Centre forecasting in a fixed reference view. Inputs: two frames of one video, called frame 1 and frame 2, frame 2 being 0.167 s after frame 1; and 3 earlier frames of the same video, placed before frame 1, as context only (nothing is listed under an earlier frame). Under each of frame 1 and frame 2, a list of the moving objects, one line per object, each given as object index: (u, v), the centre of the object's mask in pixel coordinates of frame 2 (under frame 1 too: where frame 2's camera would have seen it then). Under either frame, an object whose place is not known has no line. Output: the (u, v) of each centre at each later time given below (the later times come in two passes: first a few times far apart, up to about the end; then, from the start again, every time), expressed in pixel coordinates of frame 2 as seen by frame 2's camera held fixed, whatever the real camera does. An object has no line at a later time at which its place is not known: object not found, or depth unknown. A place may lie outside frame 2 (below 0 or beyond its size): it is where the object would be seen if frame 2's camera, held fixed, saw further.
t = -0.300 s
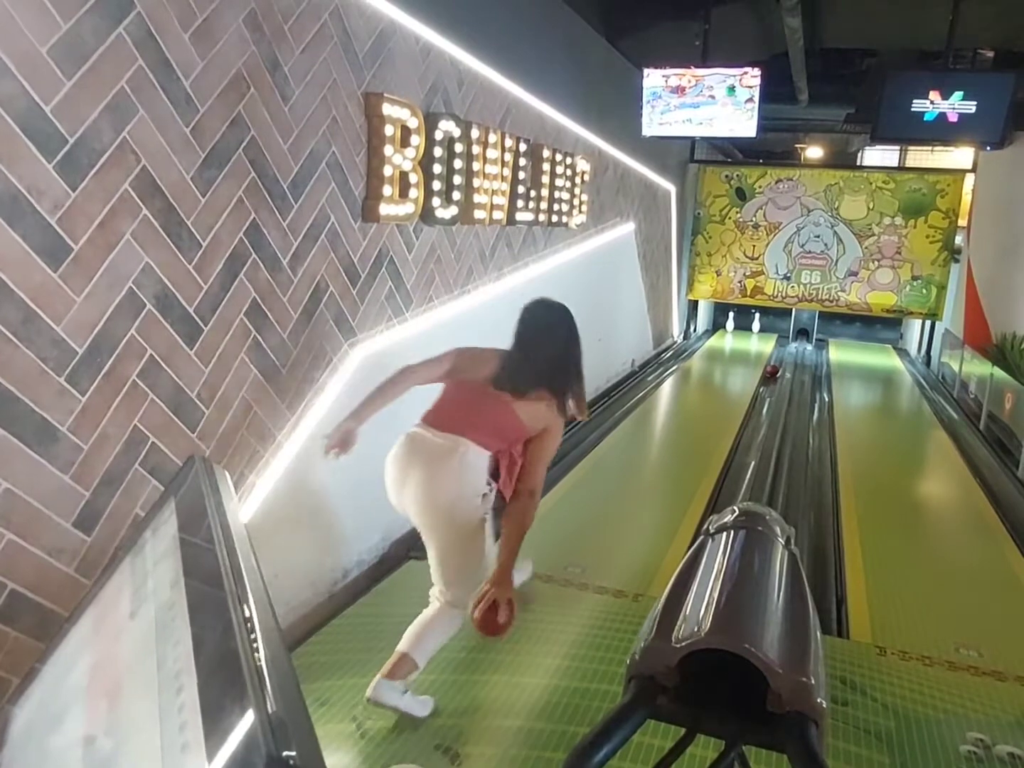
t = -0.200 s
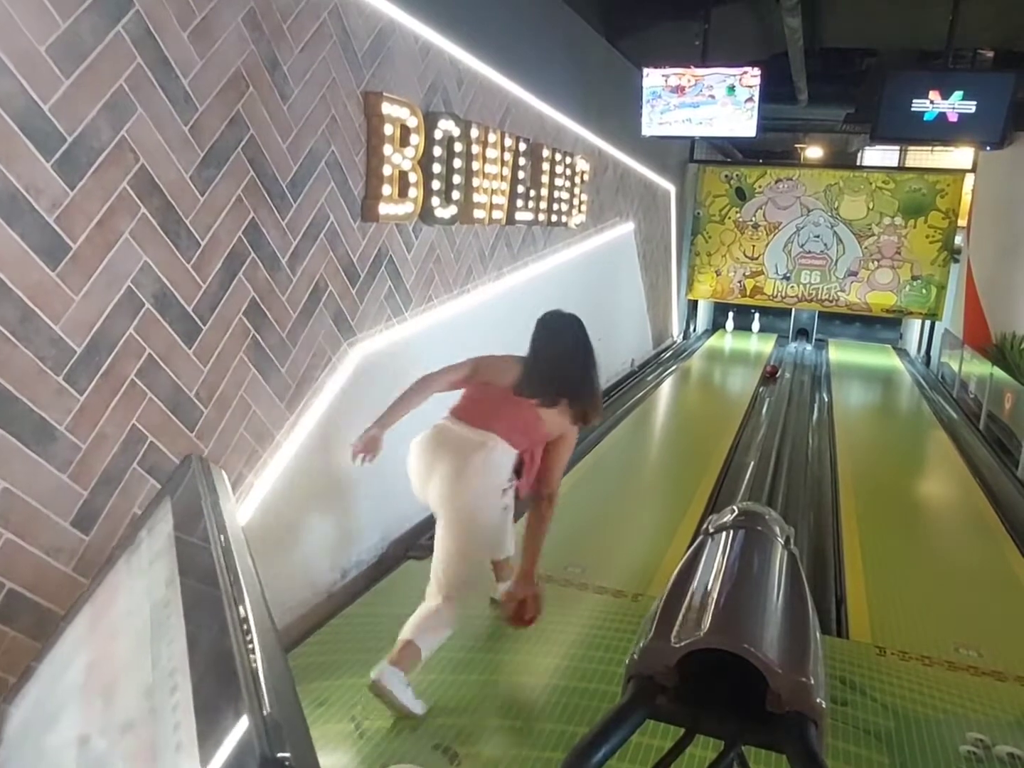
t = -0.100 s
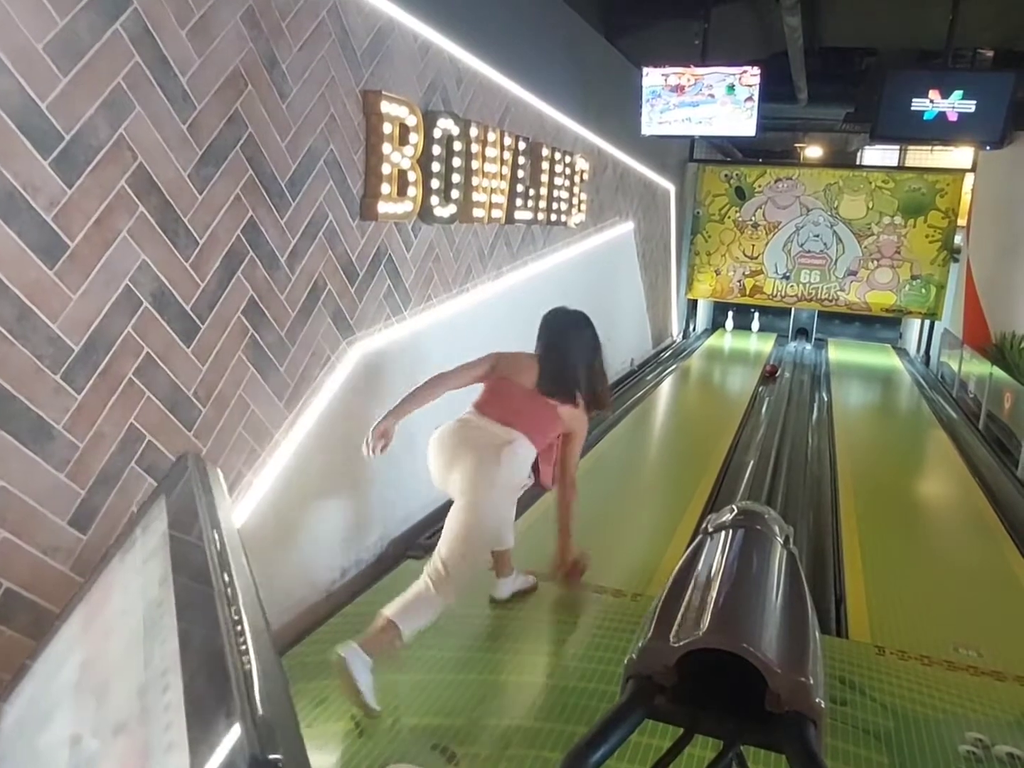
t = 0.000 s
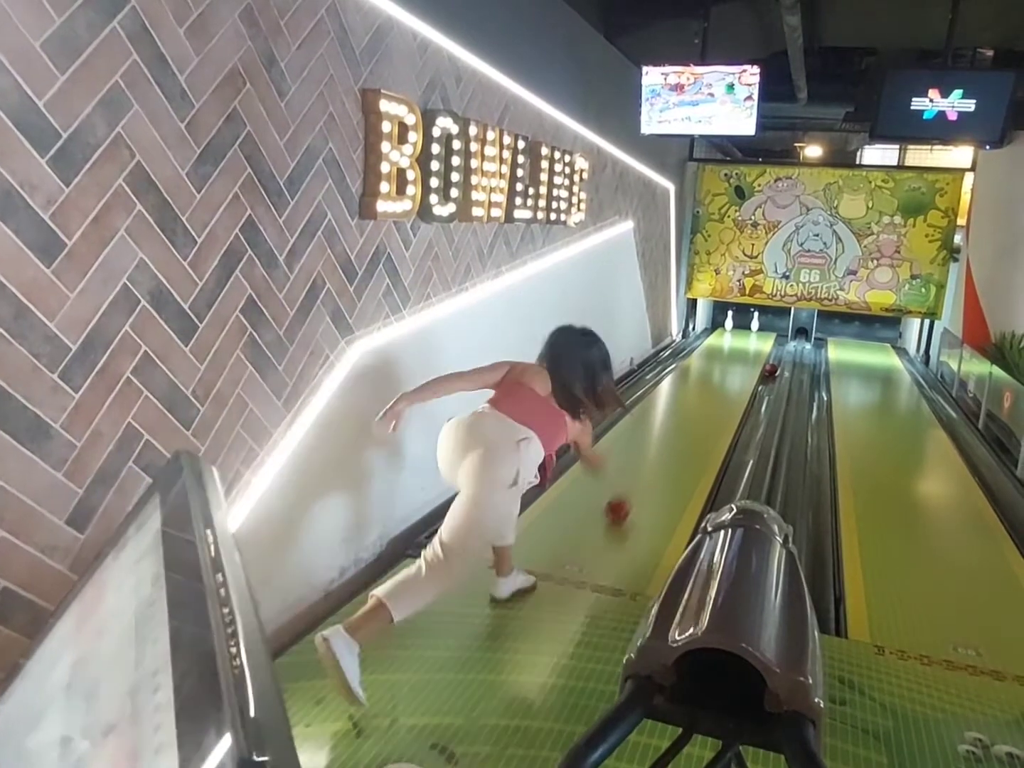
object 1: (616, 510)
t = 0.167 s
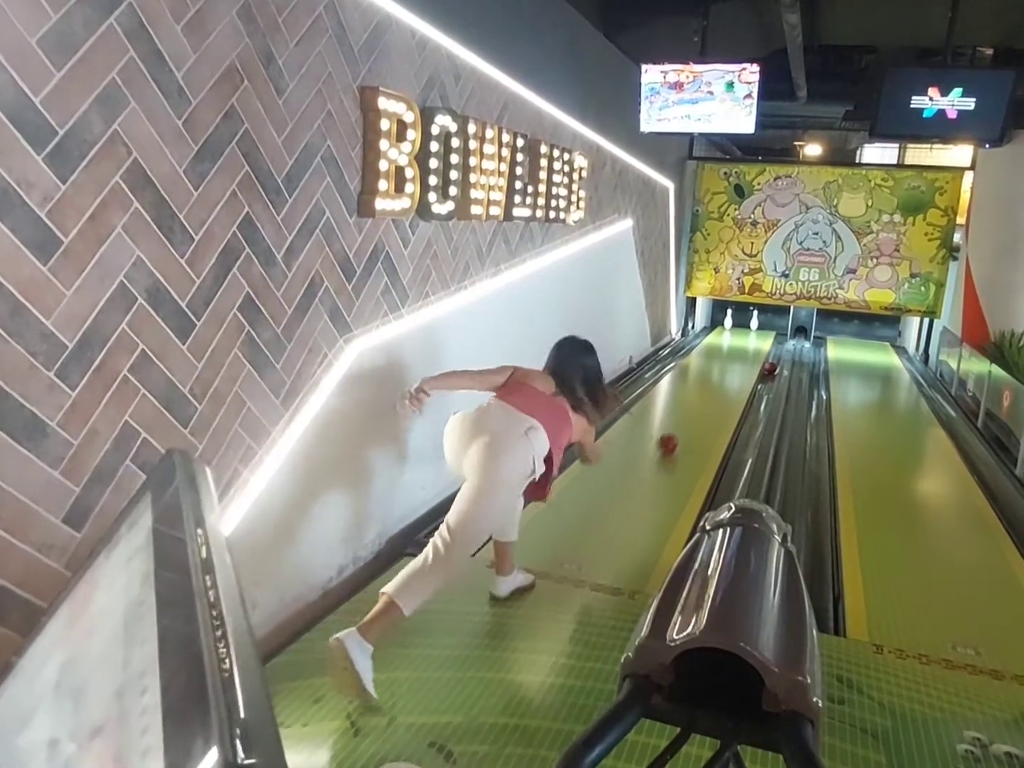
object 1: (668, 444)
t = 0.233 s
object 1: (682, 427)
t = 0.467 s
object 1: (715, 385)
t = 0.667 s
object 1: (735, 362)
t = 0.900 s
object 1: (749, 343)
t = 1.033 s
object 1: (757, 335)
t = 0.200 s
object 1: (675, 435)
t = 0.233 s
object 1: (682, 427)
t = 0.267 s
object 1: (688, 420)
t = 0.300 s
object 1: (693, 413)
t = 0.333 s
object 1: (699, 406)
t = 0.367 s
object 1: (703, 401)
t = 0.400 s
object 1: (708, 395)
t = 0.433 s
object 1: (712, 390)
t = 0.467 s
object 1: (715, 385)
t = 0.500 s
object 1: (719, 381)
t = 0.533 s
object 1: (723, 377)
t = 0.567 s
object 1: (726, 373)
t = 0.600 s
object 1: (729, 369)
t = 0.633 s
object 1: (733, 366)
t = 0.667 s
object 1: (735, 362)
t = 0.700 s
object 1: (737, 360)
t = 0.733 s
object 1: (740, 357)
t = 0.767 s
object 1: (741, 355)
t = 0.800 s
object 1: (744, 350)
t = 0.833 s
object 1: (746, 348)
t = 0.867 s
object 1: (748, 345)
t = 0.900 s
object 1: (749, 343)
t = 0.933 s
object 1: (752, 339)
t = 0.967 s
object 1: (753, 338)
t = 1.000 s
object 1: (753, 337)
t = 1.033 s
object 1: (757, 335)
